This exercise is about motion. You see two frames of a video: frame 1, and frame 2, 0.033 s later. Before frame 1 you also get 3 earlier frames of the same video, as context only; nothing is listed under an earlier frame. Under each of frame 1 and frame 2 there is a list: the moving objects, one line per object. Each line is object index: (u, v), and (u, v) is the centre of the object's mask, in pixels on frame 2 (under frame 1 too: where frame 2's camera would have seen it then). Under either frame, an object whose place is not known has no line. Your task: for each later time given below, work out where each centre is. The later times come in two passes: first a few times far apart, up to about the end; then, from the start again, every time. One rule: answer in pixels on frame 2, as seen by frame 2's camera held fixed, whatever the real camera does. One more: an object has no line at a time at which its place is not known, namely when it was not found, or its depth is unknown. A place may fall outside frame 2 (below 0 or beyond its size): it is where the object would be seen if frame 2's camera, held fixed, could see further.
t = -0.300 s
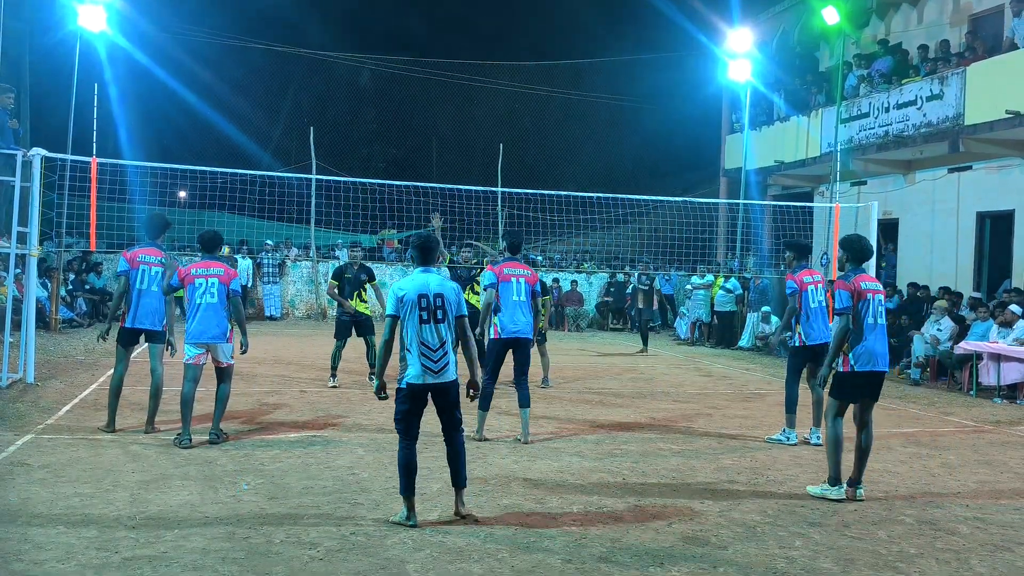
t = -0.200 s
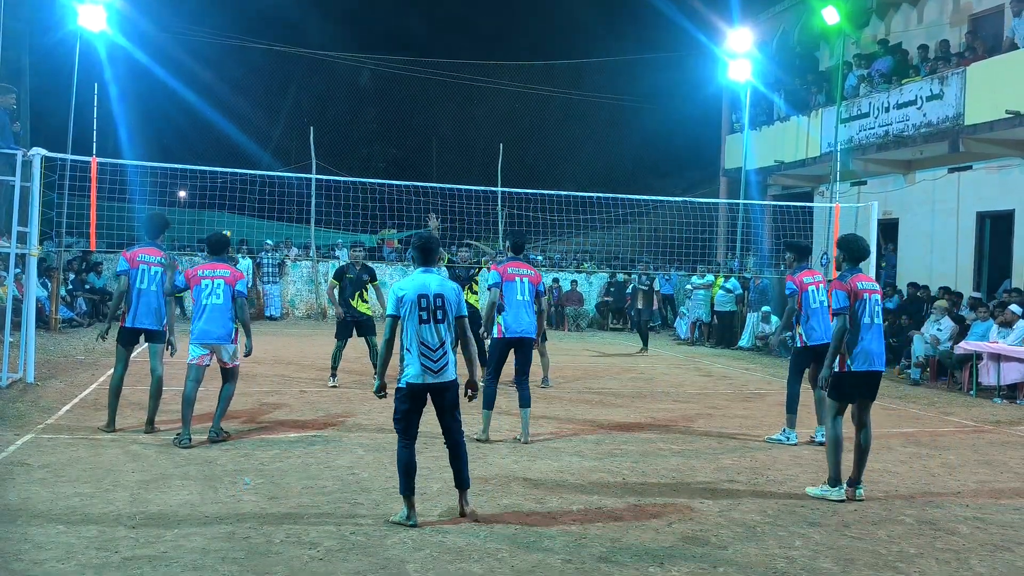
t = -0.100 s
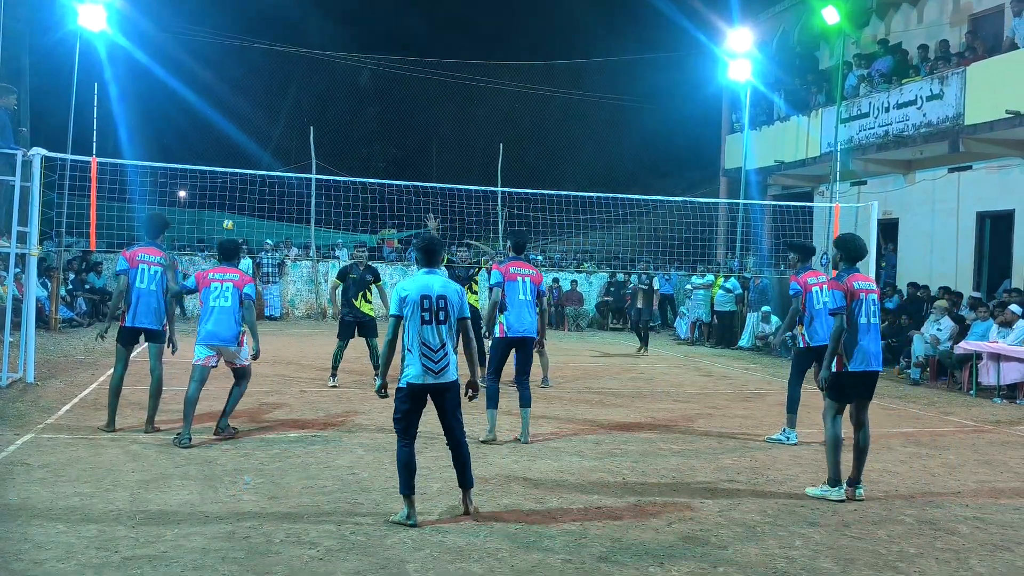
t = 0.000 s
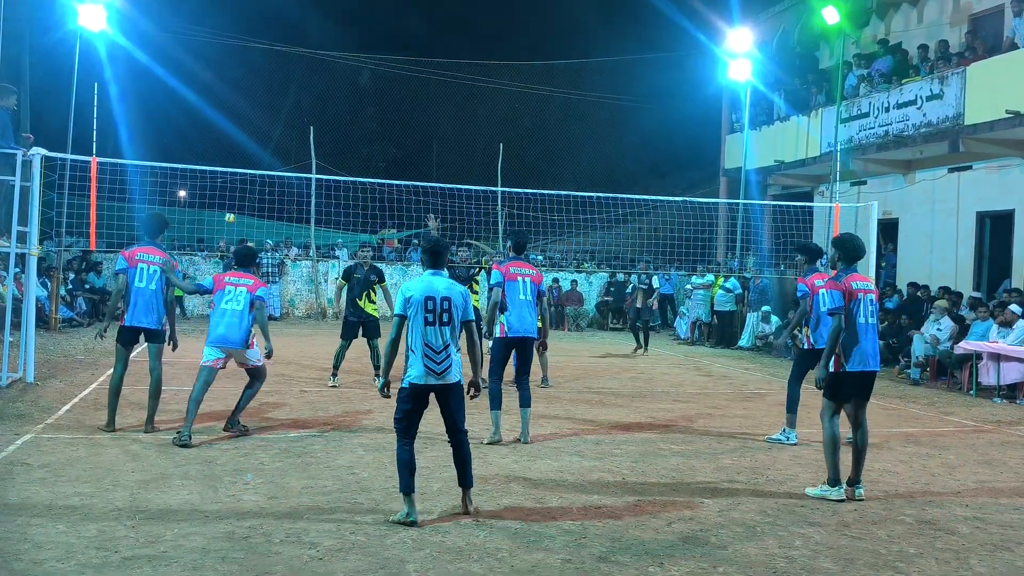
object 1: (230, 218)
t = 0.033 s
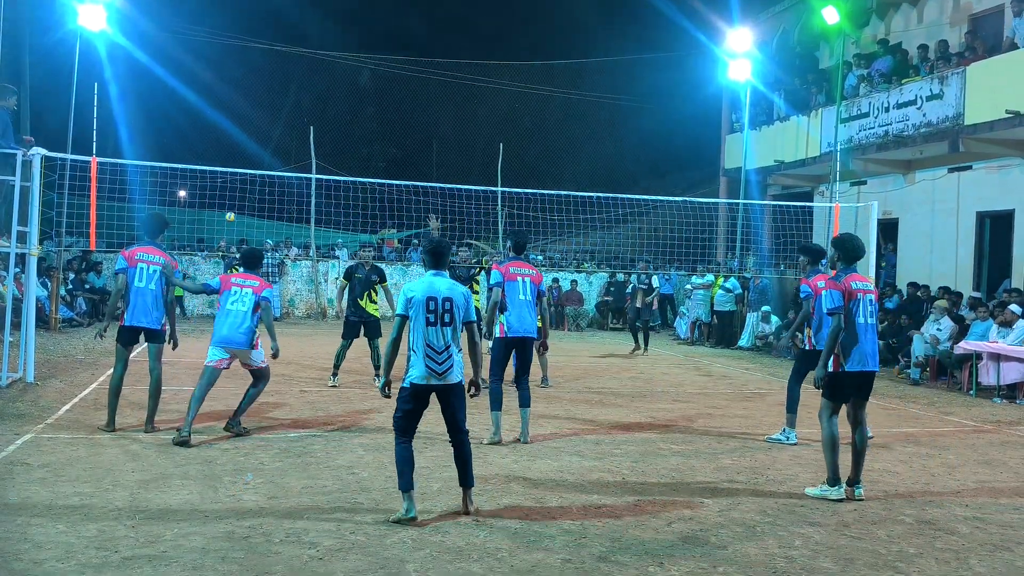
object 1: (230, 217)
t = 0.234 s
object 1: (234, 221)
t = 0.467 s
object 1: (246, 161)
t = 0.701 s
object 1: (256, 110)
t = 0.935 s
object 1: (274, 86)
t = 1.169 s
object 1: (303, 105)
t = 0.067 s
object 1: (231, 216)
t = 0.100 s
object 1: (231, 216)
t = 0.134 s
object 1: (232, 217)
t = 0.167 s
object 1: (232, 217)
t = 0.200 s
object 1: (233, 219)
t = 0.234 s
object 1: (234, 221)
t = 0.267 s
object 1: (235, 213)
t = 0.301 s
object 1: (237, 204)
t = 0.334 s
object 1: (239, 196)
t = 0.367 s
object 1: (241, 187)
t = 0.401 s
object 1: (243, 178)
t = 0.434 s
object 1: (245, 167)
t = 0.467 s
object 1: (246, 161)
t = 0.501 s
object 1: (248, 152)
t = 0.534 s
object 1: (250, 144)
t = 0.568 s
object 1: (251, 137)
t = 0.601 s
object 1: (252, 130)
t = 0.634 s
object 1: (253, 122)
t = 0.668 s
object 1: (254, 117)
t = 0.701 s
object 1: (256, 110)
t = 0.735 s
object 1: (258, 105)
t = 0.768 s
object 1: (261, 100)
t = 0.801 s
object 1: (263, 96)
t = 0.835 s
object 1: (265, 92)
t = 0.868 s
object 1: (268, 89)
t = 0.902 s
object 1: (271, 87)
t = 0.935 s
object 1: (274, 86)
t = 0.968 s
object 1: (277, 85)
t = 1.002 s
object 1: (280, 85)
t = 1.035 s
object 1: (284, 87)
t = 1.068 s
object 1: (288, 89)
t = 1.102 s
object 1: (292, 93)
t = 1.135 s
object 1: (297, 98)
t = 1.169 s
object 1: (303, 105)
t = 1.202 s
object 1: (308, 113)
